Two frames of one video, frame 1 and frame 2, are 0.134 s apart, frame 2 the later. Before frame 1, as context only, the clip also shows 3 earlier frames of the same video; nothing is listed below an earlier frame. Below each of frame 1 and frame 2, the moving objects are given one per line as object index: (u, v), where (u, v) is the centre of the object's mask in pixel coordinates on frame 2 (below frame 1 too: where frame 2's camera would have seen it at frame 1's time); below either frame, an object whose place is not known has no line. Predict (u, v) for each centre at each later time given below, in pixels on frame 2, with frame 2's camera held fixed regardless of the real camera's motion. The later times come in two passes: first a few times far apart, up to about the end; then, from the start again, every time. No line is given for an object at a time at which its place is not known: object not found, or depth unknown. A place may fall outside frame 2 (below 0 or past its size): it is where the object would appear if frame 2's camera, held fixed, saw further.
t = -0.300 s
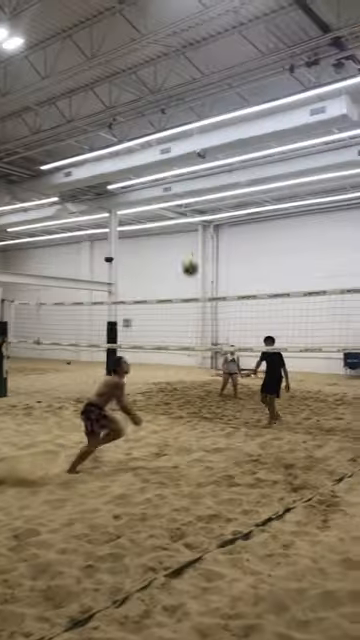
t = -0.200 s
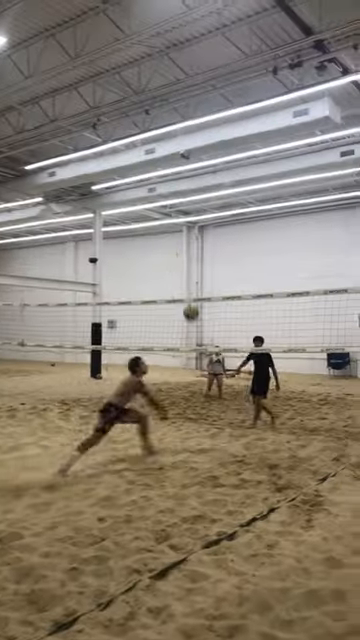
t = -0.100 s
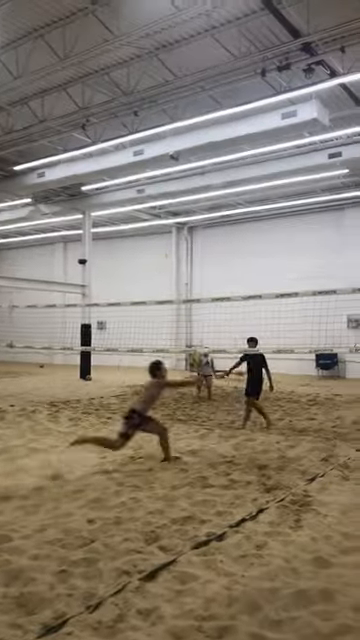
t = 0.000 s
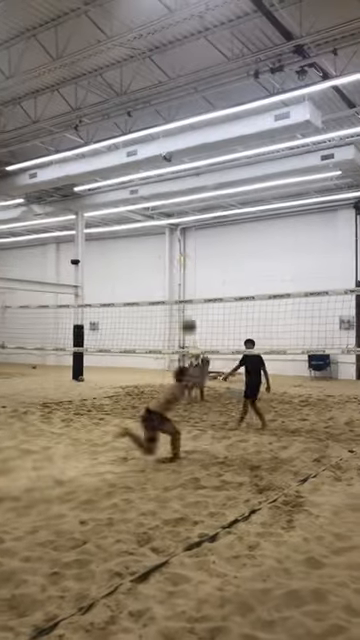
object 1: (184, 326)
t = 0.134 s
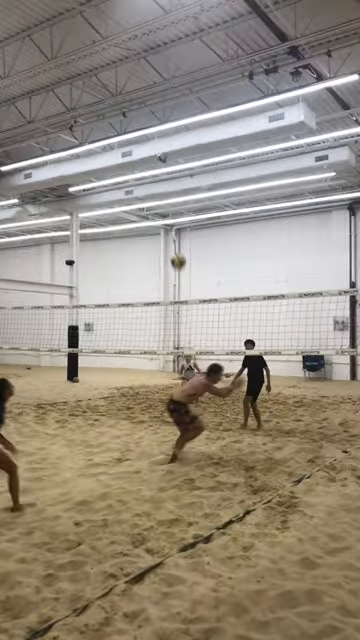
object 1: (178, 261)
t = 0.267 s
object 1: (171, 211)
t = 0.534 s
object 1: (159, 141)
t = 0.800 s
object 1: (145, 125)
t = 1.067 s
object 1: (131, 164)
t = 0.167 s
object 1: (176, 247)
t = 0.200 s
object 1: (173, 232)
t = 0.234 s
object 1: (172, 219)
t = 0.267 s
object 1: (171, 211)
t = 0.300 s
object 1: (170, 199)
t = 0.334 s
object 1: (168, 187)
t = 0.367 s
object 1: (167, 178)
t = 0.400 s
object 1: (165, 167)
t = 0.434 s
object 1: (163, 159)
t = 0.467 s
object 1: (162, 153)
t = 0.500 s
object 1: (161, 149)
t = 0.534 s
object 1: (159, 141)
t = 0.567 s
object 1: (157, 137)
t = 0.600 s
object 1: (155, 132)
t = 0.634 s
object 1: (153, 129)
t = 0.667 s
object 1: (152, 127)
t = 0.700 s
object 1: (151, 125)
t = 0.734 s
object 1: (149, 124)
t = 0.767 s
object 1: (147, 124)
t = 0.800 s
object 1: (145, 125)
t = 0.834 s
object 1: (144, 127)
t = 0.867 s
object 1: (142, 129)
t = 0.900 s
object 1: (140, 133)
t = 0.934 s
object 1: (138, 137)
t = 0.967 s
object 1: (137, 144)
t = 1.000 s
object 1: (134, 149)
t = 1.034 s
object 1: (133, 157)
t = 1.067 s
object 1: (131, 164)
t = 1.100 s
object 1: (129, 173)
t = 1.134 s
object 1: (128, 184)
